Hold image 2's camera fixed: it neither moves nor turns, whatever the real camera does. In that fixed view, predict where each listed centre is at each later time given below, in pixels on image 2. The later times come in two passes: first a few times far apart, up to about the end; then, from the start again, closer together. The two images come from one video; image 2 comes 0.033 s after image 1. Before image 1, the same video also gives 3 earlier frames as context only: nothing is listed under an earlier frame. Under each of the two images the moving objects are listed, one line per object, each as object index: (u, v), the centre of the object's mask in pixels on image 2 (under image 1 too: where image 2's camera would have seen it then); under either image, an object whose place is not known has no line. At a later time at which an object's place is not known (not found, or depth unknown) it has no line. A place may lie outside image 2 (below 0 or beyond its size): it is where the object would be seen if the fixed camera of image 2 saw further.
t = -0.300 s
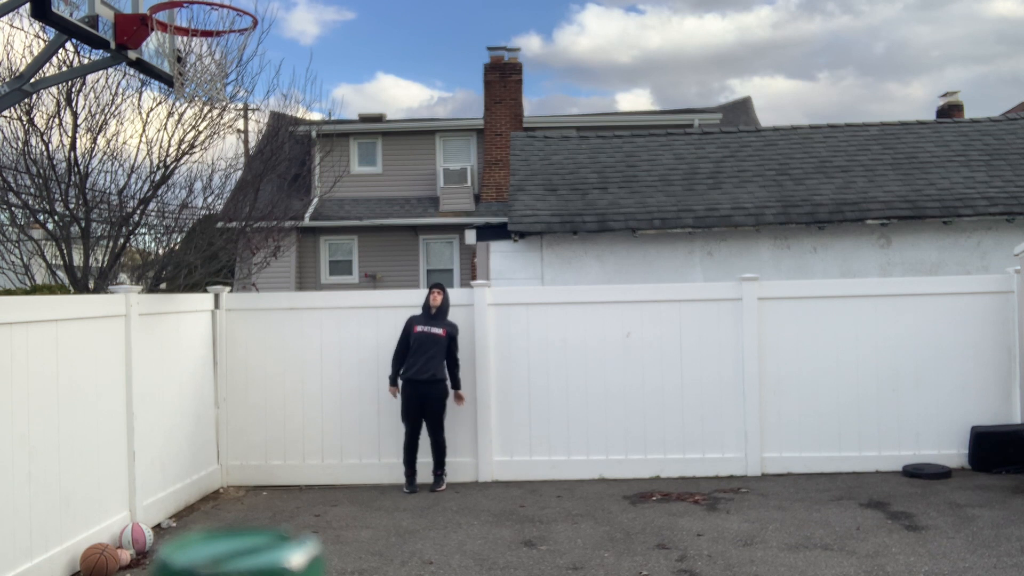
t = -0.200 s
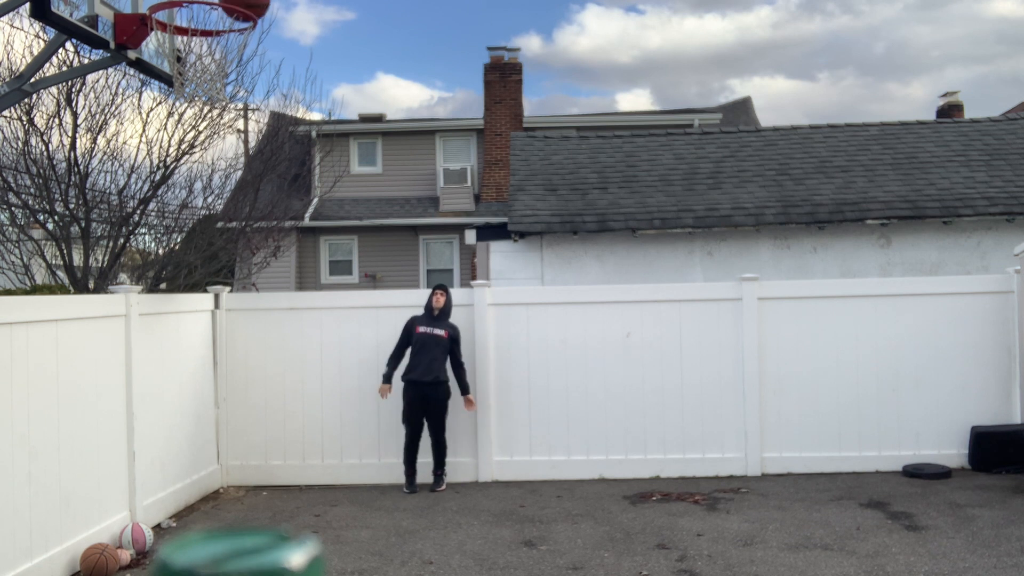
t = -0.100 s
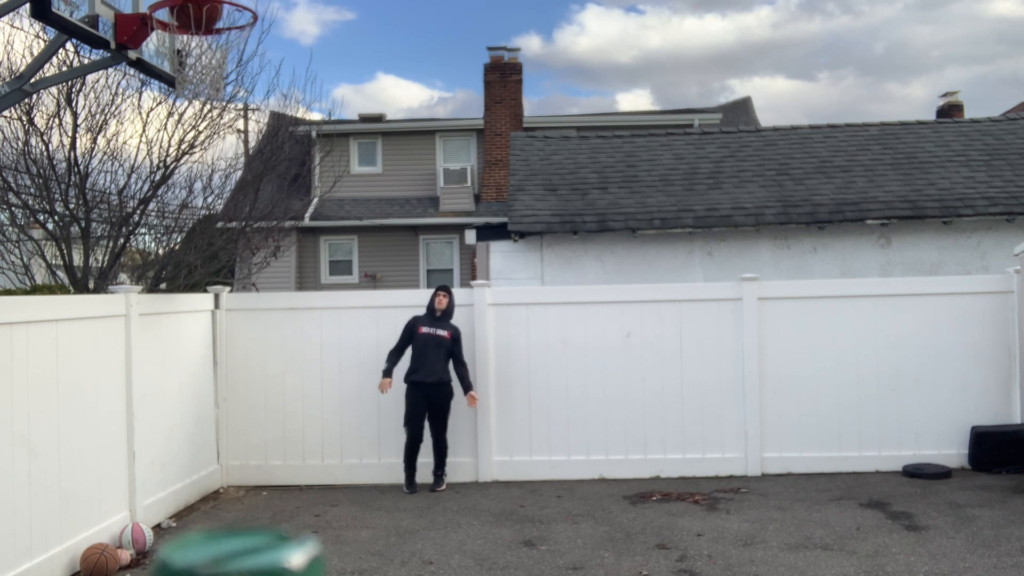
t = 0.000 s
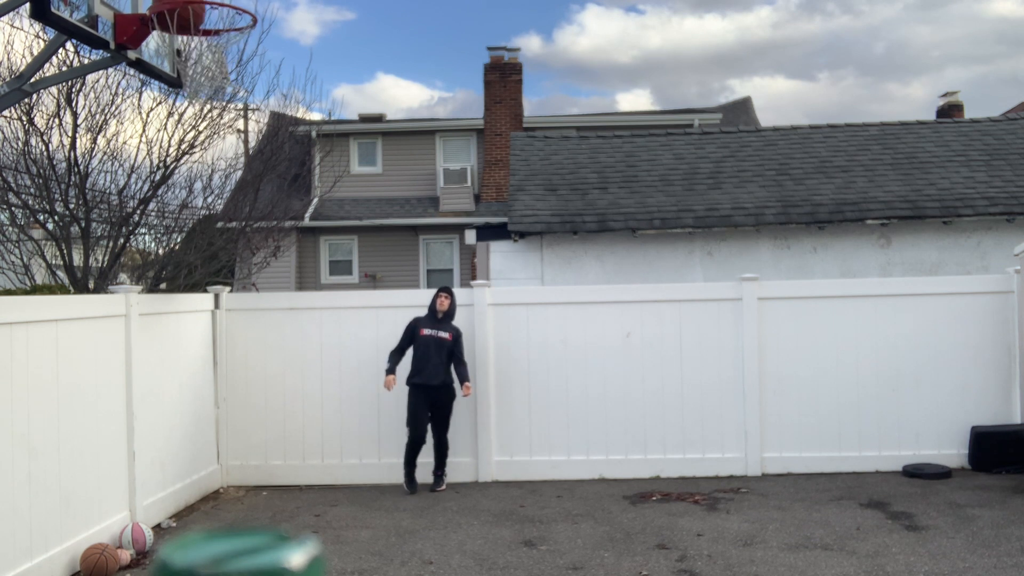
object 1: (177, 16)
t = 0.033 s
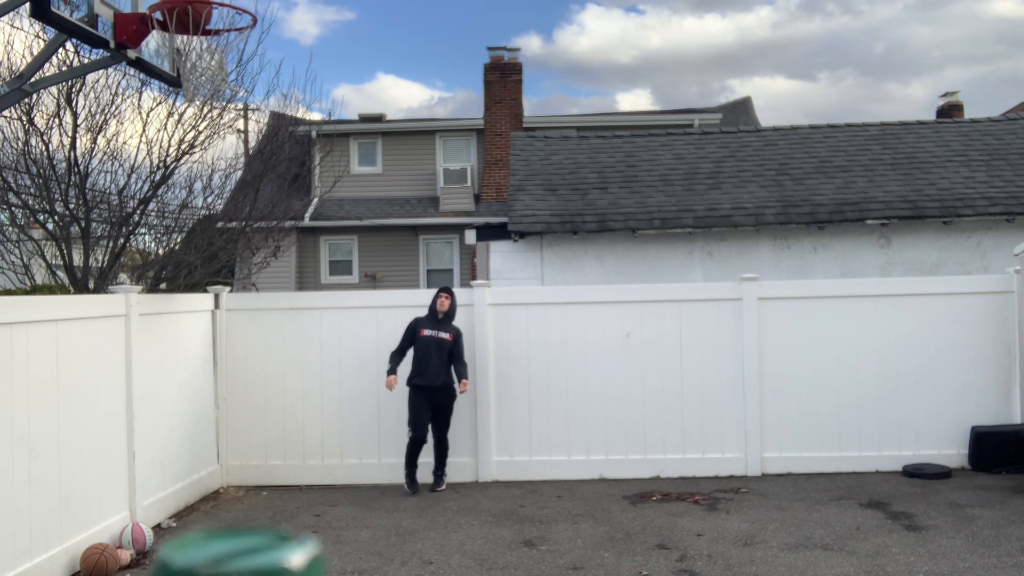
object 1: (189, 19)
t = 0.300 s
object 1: (244, 13)
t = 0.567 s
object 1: (271, 33)
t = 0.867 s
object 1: (301, 204)
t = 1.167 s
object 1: (330, 518)
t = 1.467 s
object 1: (356, 411)
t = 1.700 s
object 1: (377, 313)
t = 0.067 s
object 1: (196, 17)
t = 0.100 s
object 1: (206, 16)
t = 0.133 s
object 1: (215, 15)
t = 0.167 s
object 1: (223, 14)
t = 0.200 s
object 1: (230, 13)
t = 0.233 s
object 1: (237, 14)
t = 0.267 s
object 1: (241, 13)
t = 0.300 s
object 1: (244, 13)
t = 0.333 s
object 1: (248, 12)
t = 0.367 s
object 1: (251, 13)
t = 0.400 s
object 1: (254, 13)
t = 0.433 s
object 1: (257, 14)
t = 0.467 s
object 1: (260, 16)
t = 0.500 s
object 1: (264, 19)
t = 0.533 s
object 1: (270, 23)
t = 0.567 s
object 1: (271, 33)
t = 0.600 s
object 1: (274, 44)
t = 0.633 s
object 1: (277, 57)
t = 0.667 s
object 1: (280, 73)
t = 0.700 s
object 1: (283, 90)
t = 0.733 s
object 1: (287, 109)
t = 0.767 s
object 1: (291, 131)
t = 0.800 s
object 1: (294, 153)
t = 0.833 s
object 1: (298, 177)
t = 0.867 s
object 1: (301, 204)
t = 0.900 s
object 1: (304, 232)
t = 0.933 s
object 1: (308, 262)
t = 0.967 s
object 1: (311, 294)
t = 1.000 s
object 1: (315, 327)
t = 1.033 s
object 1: (318, 362)
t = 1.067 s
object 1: (321, 399)
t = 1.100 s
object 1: (324, 437)
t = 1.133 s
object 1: (327, 477)
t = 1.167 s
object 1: (330, 518)
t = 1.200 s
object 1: (339, 558)
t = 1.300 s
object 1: (343, 545)
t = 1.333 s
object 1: (345, 514)
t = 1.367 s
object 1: (347, 485)
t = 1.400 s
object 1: (350, 458)
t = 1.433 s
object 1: (353, 433)
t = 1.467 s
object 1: (356, 411)
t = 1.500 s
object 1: (359, 390)
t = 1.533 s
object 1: (362, 372)
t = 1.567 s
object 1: (365, 356)
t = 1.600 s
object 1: (368, 342)
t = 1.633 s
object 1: (371, 330)
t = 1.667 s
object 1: (374, 320)
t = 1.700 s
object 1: (377, 313)
